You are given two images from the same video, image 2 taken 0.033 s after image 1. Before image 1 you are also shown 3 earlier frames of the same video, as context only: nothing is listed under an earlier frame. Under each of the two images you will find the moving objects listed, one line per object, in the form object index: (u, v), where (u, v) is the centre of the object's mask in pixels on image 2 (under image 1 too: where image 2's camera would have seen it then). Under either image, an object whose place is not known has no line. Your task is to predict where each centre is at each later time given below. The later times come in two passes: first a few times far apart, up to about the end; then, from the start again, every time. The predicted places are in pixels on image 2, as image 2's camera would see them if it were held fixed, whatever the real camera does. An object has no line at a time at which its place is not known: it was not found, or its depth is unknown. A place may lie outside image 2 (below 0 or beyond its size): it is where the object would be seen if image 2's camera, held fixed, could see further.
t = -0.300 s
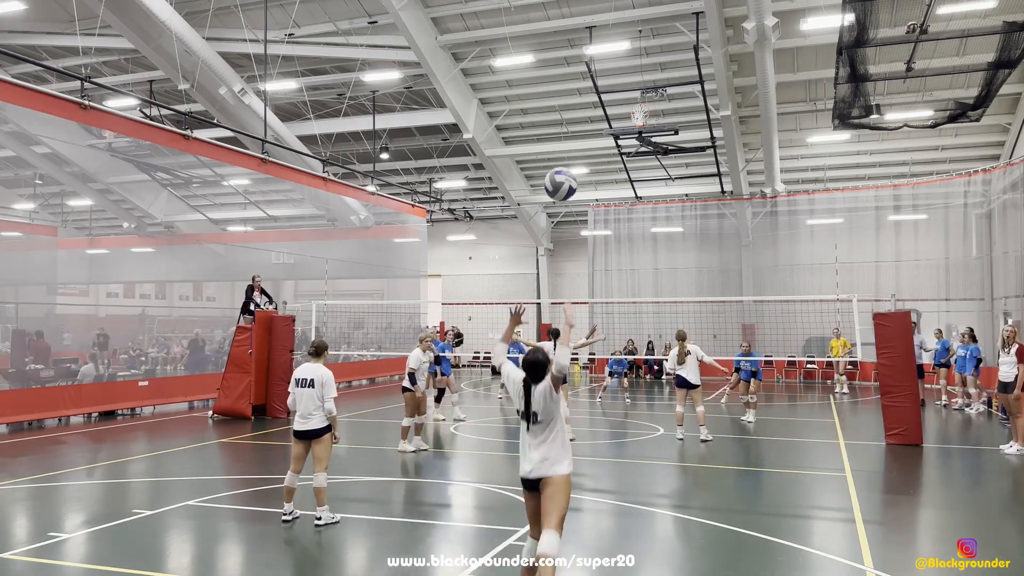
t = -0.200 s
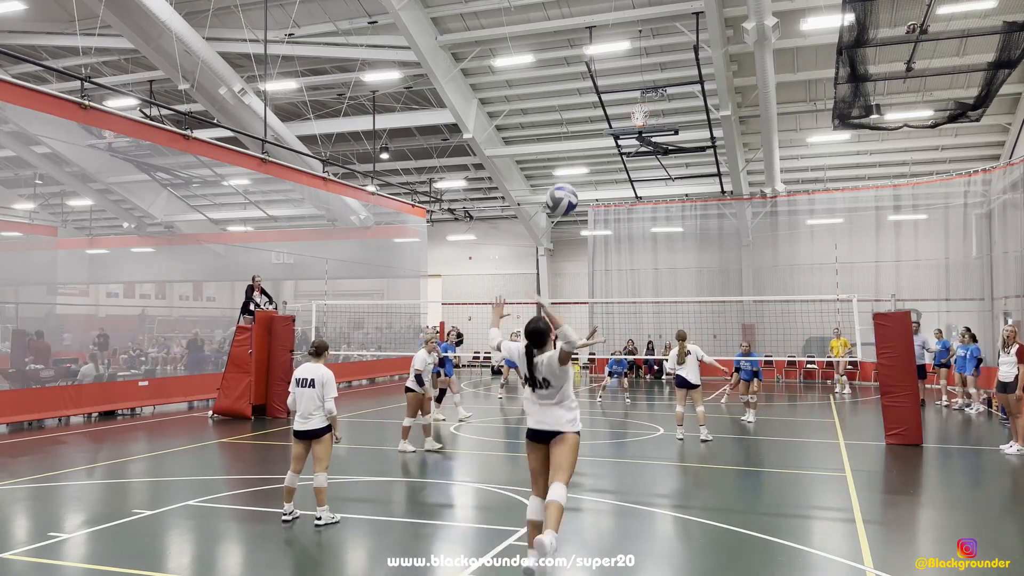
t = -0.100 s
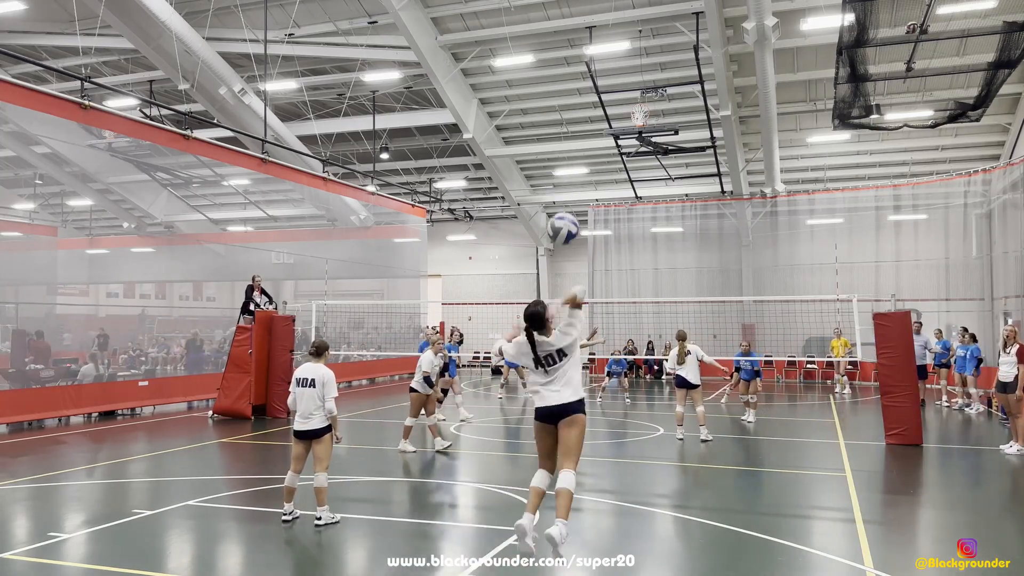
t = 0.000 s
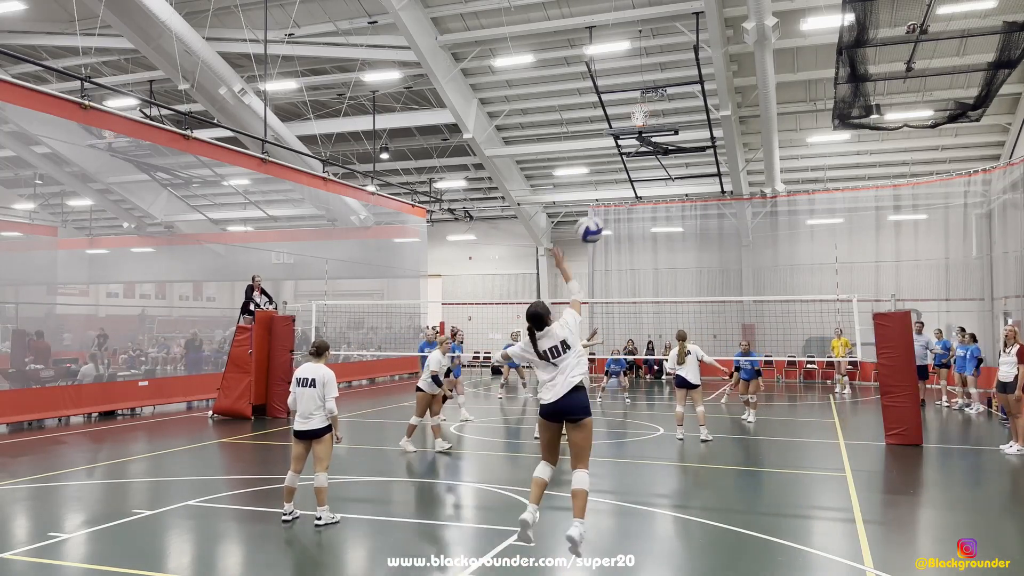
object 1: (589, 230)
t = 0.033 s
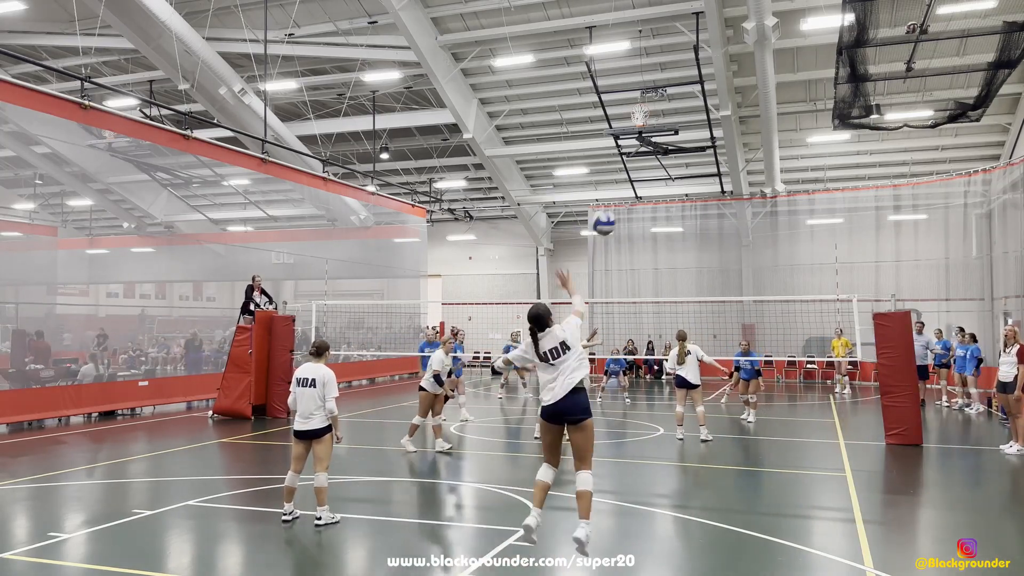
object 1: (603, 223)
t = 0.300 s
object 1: (664, 215)
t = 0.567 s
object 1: (693, 249)
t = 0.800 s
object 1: (710, 296)
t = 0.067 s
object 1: (614, 218)
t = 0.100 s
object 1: (624, 214)
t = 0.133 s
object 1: (633, 212)
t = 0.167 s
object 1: (640, 211)
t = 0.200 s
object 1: (647, 211)
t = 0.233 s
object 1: (654, 212)
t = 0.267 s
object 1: (659, 213)
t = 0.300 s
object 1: (664, 215)
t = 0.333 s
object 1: (668, 218)
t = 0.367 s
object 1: (672, 220)
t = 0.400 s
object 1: (676, 224)
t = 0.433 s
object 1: (680, 228)
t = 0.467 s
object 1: (683, 232)
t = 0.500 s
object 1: (686, 237)
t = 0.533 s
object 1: (690, 243)
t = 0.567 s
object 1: (693, 249)
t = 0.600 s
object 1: (696, 255)
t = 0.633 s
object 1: (699, 262)
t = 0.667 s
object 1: (701, 268)
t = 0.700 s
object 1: (703, 275)
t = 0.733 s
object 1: (705, 283)
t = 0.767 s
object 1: (707, 290)
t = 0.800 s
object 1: (710, 296)
